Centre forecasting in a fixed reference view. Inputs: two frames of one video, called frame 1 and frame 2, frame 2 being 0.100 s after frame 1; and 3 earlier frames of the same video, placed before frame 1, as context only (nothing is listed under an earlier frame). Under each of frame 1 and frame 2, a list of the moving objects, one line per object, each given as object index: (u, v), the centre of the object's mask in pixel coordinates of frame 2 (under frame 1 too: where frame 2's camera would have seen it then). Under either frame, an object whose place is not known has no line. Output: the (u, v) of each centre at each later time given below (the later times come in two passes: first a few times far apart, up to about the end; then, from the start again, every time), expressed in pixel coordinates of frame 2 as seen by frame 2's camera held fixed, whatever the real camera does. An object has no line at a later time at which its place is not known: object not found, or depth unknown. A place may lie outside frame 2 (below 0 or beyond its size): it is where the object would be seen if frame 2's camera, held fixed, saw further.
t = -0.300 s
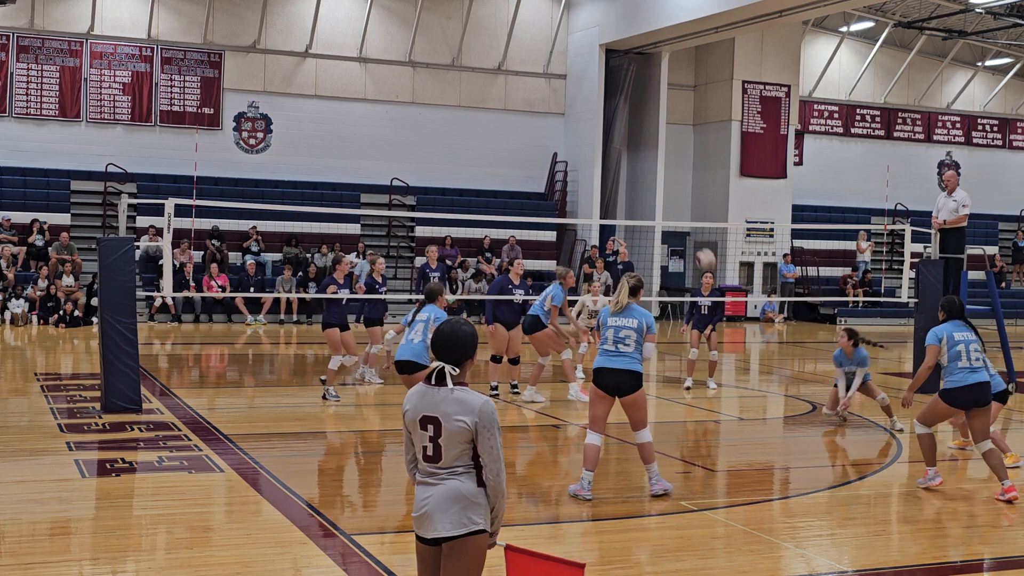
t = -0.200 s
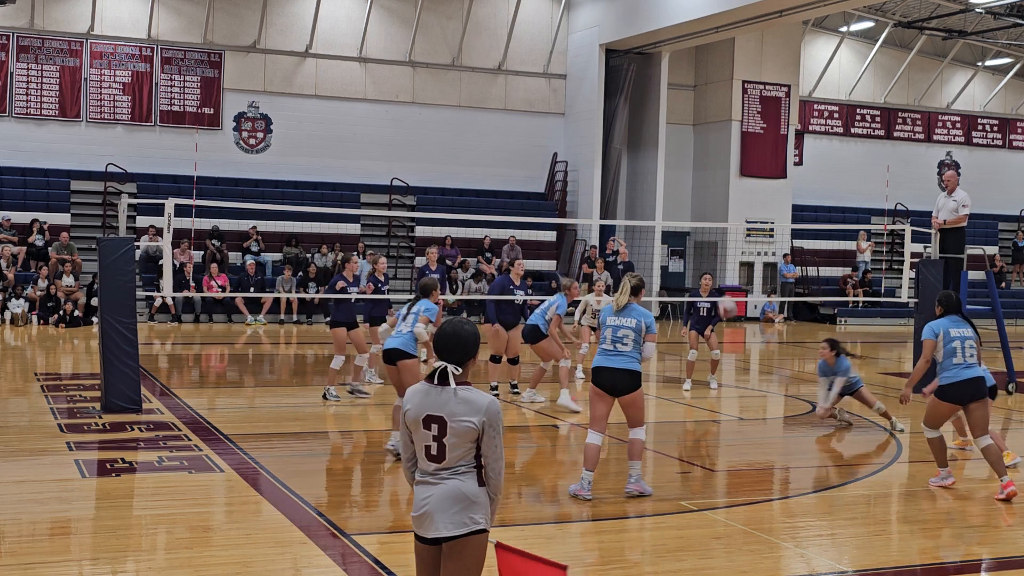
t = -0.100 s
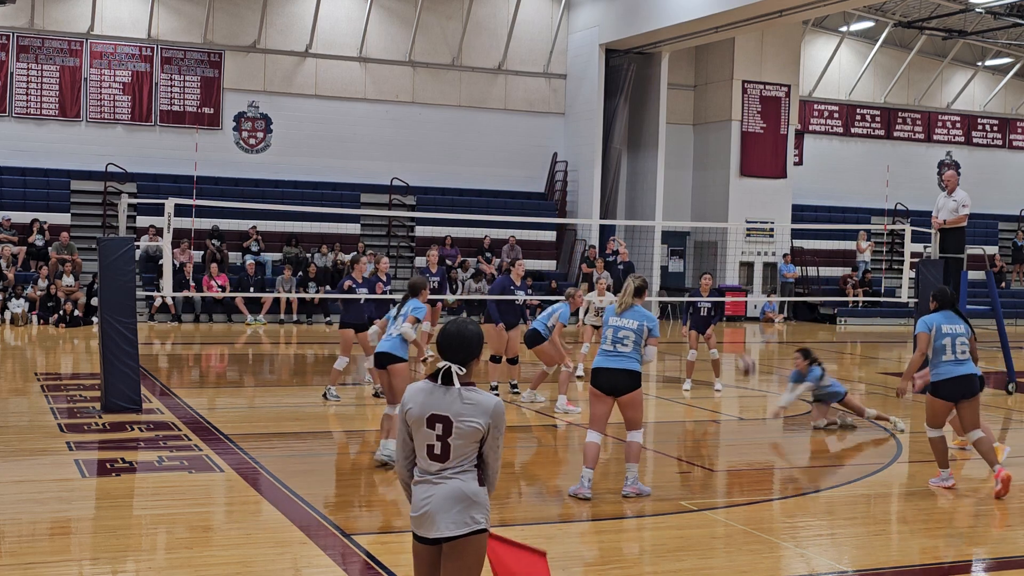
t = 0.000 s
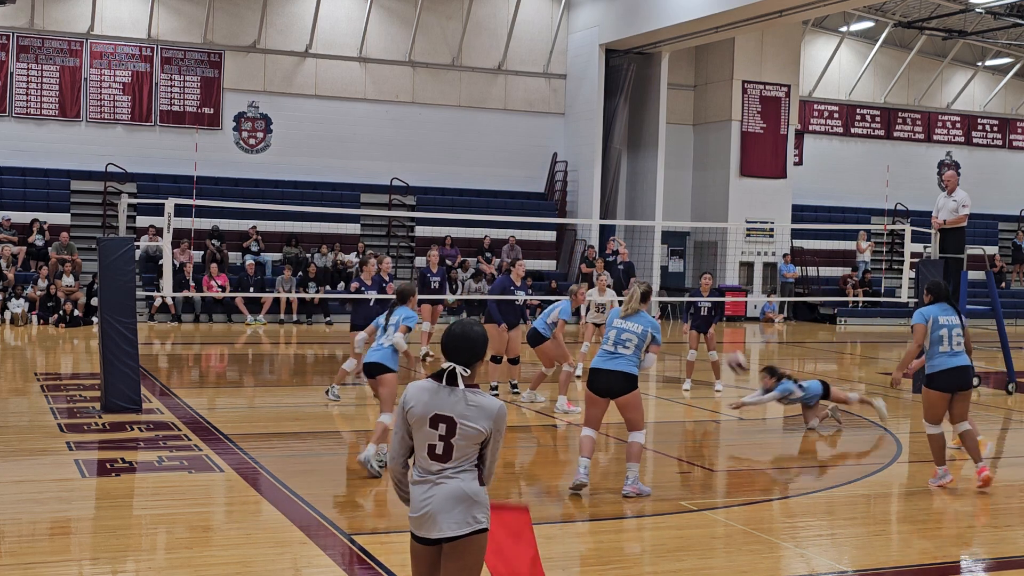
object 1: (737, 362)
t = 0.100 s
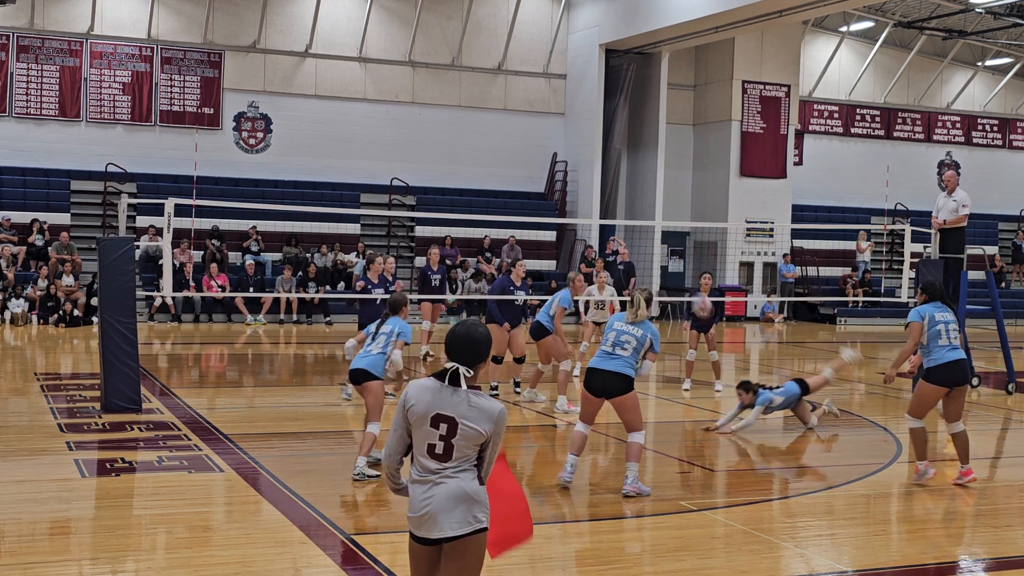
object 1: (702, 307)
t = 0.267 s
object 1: (642, 229)
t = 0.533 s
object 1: (543, 159)
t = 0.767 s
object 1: (450, 151)
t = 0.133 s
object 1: (689, 287)
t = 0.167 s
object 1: (678, 272)
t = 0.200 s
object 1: (666, 256)
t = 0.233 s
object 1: (654, 242)
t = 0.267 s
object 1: (642, 229)
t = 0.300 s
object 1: (630, 217)
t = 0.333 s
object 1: (617, 205)
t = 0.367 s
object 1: (606, 196)
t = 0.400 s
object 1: (593, 186)
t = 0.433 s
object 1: (580, 177)
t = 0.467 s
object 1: (568, 170)
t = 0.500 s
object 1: (555, 163)
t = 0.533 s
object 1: (543, 159)
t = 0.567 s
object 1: (529, 155)
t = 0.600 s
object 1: (516, 151)
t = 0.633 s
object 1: (503, 149)
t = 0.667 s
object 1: (491, 148)
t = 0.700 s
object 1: (476, 148)
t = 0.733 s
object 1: (463, 149)
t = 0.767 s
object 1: (450, 151)
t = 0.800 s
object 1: (437, 155)
